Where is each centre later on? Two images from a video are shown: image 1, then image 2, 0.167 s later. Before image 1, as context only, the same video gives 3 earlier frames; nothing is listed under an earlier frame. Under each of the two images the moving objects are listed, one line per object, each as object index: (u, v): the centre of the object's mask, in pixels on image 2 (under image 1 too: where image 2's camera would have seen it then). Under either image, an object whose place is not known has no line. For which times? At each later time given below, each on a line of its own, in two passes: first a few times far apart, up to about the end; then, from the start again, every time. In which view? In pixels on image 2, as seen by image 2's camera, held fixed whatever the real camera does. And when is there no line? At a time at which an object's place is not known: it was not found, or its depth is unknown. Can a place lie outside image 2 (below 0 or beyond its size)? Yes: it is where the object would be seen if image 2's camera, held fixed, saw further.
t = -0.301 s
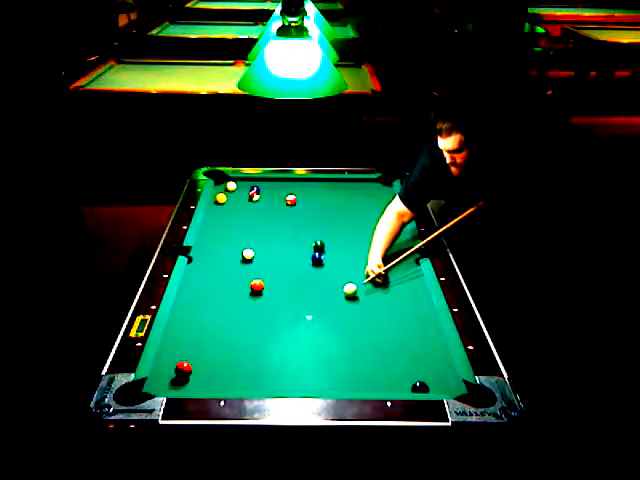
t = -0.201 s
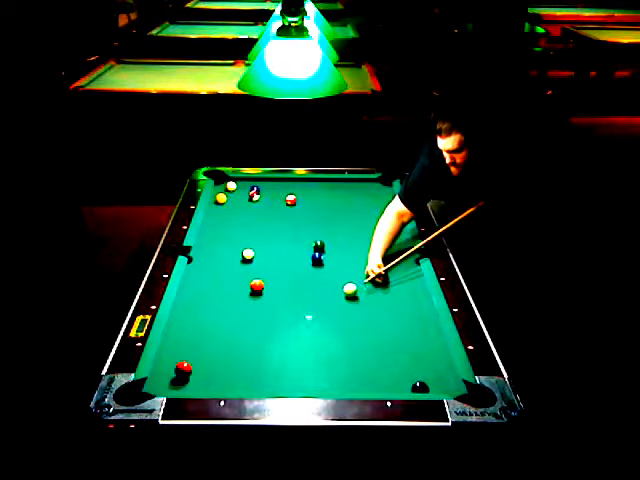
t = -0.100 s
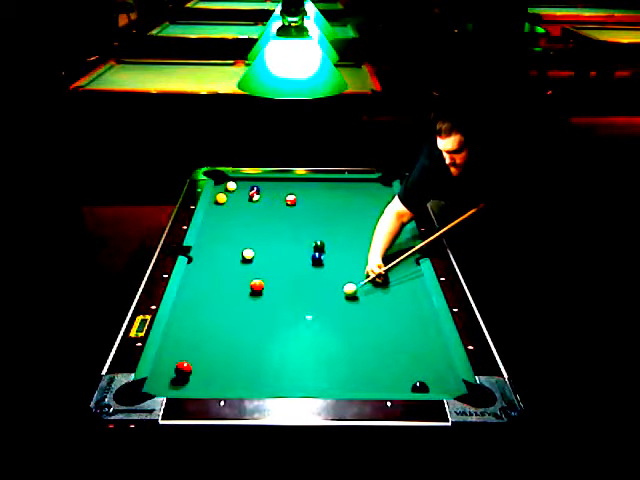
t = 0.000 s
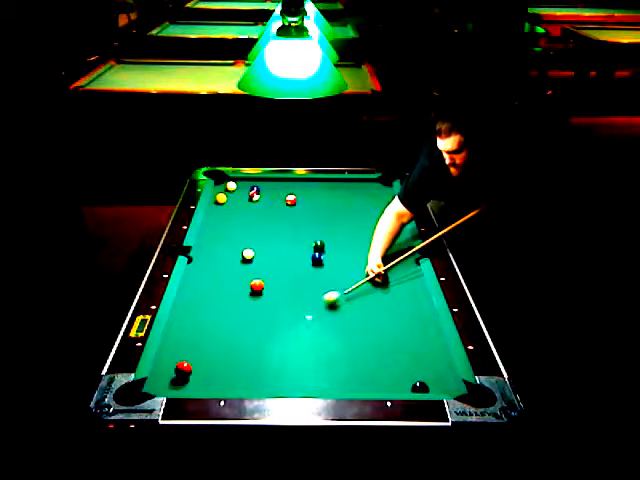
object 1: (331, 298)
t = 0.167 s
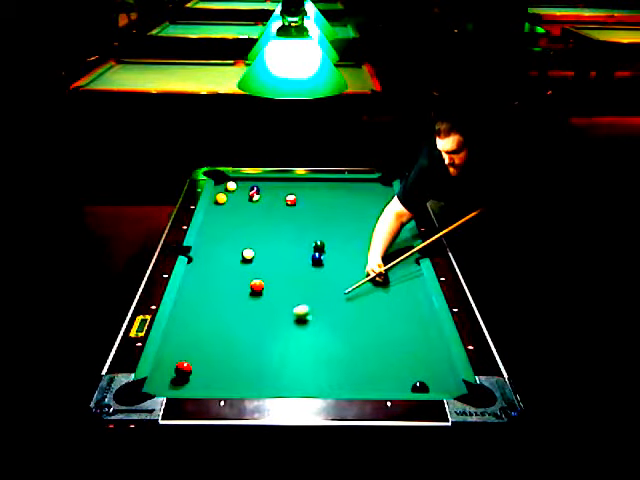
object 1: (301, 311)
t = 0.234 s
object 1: (290, 317)
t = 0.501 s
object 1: (242, 338)
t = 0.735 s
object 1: (199, 358)
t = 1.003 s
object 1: (174, 360)
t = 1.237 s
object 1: (165, 362)
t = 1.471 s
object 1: (173, 362)
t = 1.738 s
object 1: (183, 363)
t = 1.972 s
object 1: (189, 363)
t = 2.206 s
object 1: (193, 364)
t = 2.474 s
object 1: (197, 364)
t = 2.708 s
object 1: (199, 364)
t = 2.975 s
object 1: (200, 364)
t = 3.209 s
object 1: (200, 364)
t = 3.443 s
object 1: (200, 365)
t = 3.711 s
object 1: (200, 365)
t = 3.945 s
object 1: (200, 365)
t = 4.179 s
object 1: (200, 365)
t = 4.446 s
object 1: (200, 365)
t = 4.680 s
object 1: (200, 365)
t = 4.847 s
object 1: (200, 365)
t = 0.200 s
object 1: (295, 314)
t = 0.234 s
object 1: (290, 317)
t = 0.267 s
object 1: (284, 319)
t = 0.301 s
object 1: (278, 322)
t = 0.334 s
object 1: (272, 325)
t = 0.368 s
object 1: (267, 327)
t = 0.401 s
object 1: (260, 330)
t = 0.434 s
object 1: (254, 332)
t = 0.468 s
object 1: (248, 336)
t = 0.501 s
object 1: (242, 338)
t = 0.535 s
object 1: (236, 341)
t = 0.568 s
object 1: (231, 344)
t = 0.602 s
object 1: (224, 347)
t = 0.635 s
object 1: (218, 349)
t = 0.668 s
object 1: (211, 352)
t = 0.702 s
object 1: (205, 355)
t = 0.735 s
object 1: (199, 358)
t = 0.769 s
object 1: (194, 359)
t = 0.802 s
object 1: (192, 359)
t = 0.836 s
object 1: (189, 360)
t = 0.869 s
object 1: (186, 360)
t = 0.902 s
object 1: (183, 360)
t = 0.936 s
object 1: (180, 360)
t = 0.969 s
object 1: (177, 360)
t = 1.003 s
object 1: (174, 360)
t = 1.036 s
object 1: (171, 361)
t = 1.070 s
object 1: (169, 361)
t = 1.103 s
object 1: (166, 361)
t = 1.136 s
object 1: (163, 362)
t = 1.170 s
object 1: (162, 362)
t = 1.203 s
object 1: (163, 362)
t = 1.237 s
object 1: (165, 362)
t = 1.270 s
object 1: (166, 362)
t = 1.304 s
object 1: (167, 362)
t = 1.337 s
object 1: (169, 362)
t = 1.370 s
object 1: (170, 362)
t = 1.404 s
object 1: (171, 362)
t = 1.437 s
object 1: (172, 362)
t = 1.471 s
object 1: (173, 362)
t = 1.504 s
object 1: (175, 362)
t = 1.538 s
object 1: (176, 363)
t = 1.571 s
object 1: (177, 363)
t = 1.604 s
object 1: (178, 363)
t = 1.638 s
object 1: (179, 363)
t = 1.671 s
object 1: (180, 363)
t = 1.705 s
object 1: (181, 363)
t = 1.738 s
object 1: (183, 363)
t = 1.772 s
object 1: (183, 363)
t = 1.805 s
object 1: (184, 363)
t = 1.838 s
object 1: (185, 363)
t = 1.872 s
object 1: (186, 363)
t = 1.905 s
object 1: (187, 363)
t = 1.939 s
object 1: (188, 363)
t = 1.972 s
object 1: (189, 363)
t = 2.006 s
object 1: (189, 363)
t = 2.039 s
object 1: (190, 364)
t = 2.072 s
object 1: (191, 364)
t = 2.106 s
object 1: (191, 364)
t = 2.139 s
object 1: (192, 364)
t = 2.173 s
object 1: (192, 364)
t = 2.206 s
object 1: (193, 364)
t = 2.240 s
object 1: (194, 364)
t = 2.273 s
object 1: (194, 364)
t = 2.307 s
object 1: (195, 364)
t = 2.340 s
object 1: (196, 364)
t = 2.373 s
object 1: (196, 364)
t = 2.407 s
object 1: (196, 364)
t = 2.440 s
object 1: (196, 364)
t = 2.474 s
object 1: (197, 364)
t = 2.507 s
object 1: (197, 364)
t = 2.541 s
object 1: (198, 364)
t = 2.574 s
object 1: (198, 365)
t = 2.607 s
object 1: (199, 364)
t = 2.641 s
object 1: (199, 364)
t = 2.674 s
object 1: (199, 364)
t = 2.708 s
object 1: (199, 364)
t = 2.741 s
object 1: (200, 364)
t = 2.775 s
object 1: (200, 364)
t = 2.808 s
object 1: (200, 364)
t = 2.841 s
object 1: (200, 364)
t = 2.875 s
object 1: (200, 364)
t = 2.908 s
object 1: (200, 364)
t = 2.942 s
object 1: (200, 364)
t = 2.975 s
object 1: (200, 364)
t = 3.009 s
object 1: (200, 364)
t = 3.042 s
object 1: (200, 364)
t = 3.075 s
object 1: (201, 364)
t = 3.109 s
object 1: (200, 364)
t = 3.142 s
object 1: (200, 364)
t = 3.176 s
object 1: (200, 364)
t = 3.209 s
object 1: (200, 364)
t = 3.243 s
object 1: (200, 364)
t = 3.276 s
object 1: (200, 364)
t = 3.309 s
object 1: (200, 364)
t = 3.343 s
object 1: (200, 364)
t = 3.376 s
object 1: (200, 365)
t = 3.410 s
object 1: (200, 365)
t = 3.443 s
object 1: (200, 365)
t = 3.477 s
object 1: (200, 365)
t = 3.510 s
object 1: (200, 365)
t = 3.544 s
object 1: (200, 365)
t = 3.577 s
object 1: (200, 365)
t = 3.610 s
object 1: (200, 365)
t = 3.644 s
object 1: (200, 365)
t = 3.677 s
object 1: (200, 365)
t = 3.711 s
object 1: (200, 365)
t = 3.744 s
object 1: (200, 365)
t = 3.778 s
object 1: (200, 365)
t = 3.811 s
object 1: (200, 365)
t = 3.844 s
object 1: (200, 365)
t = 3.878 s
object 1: (200, 365)
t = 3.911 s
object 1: (200, 365)
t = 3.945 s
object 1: (200, 365)
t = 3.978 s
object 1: (200, 365)
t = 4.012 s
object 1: (200, 365)
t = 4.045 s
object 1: (200, 365)
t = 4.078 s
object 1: (200, 365)
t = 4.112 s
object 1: (200, 365)
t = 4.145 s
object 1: (200, 365)
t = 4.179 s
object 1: (200, 365)
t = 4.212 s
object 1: (200, 365)
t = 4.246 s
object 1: (200, 365)
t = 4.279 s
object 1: (200, 365)
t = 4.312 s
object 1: (200, 365)
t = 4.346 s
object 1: (200, 365)
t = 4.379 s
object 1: (200, 365)
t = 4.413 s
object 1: (200, 365)
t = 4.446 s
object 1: (200, 365)
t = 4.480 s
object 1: (200, 365)
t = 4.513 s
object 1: (200, 365)
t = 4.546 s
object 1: (200, 365)
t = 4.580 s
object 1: (200, 365)
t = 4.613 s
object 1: (200, 365)
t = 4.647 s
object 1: (200, 365)
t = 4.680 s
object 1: (200, 365)
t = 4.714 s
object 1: (200, 365)
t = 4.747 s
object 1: (200, 365)
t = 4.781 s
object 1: (200, 365)
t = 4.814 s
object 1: (200, 365)
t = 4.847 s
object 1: (200, 365)
